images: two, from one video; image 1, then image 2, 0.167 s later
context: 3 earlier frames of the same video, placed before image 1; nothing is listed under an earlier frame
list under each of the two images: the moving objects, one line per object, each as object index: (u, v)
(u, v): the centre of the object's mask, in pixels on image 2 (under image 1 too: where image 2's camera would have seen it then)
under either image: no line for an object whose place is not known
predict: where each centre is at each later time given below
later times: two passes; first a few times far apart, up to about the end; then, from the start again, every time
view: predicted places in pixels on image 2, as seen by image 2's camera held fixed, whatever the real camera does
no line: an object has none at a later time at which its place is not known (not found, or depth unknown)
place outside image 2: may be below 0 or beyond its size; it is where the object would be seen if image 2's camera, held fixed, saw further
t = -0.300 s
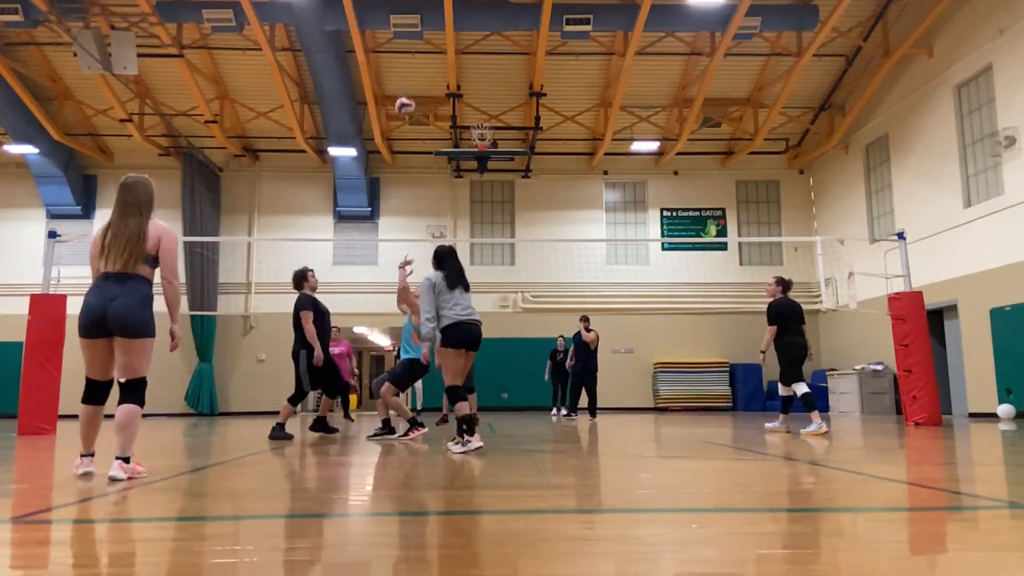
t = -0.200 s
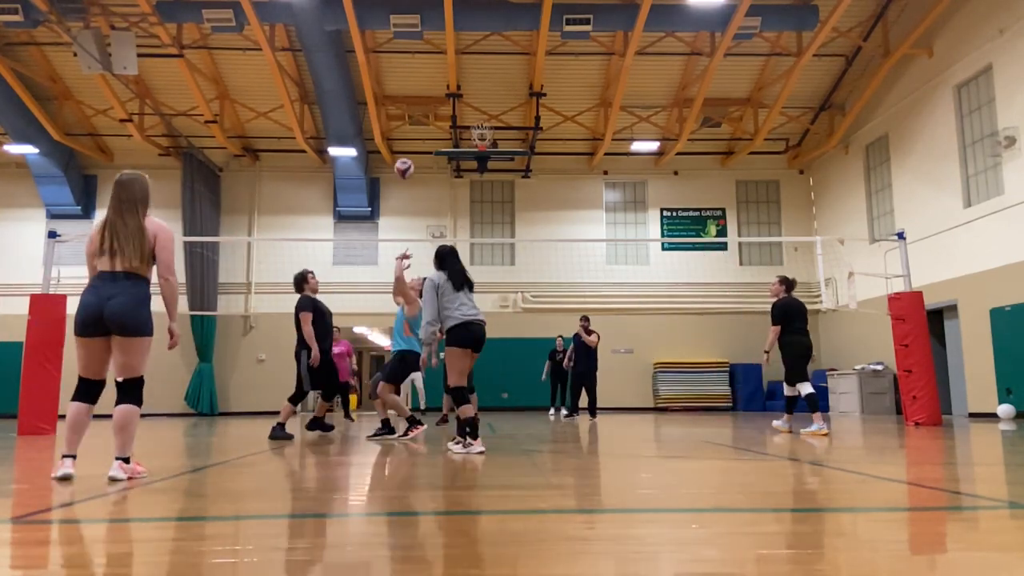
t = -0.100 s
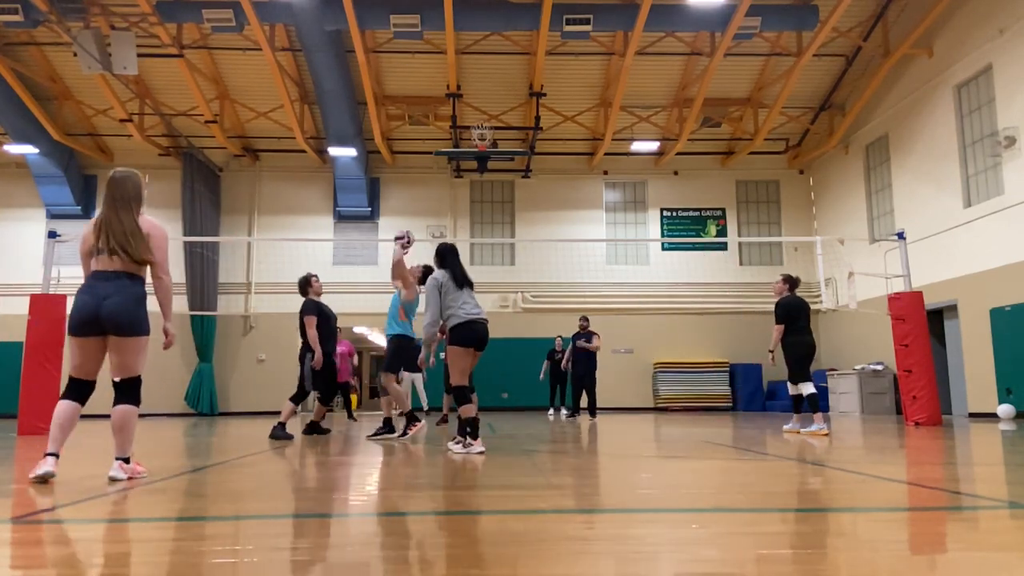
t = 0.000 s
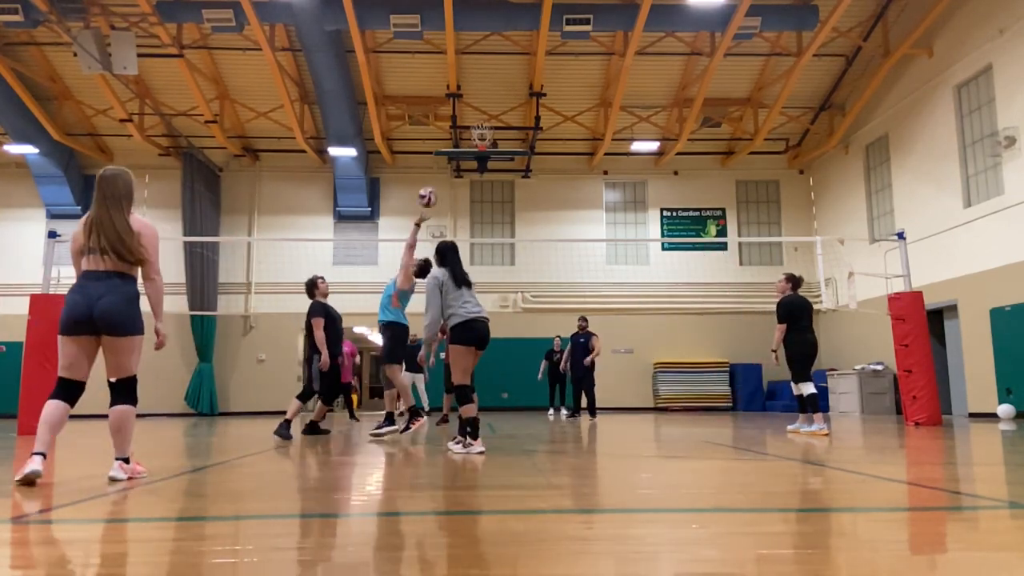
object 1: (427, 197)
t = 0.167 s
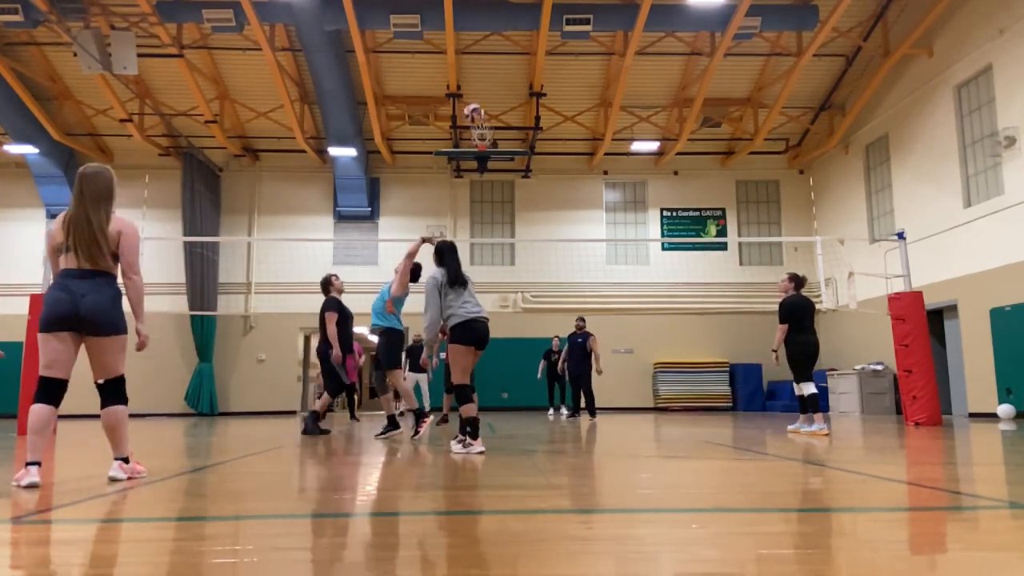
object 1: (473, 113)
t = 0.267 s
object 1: (498, 77)
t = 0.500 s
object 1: (553, 32)
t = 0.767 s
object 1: (610, 39)
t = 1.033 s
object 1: (664, 99)
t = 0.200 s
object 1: (482, 100)
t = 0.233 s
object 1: (490, 88)
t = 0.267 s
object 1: (498, 77)
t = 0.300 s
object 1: (506, 68)
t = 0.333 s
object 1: (514, 60)
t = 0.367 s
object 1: (522, 52)
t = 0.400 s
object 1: (530, 46)
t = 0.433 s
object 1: (537, 40)
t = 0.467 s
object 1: (545, 35)
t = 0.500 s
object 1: (553, 32)
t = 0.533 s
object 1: (560, 30)
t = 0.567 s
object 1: (567, 29)
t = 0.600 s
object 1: (574, 28)
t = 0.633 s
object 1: (582, 28)
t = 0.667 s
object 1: (589, 29)
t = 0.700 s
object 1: (595, 31)
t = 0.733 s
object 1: (602, 34)
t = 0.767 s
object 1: (610, 39)
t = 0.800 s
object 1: (617, 44)
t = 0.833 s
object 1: (624, 49)
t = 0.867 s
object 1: (631, 55)
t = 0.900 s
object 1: (638, 62)
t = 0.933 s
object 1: (645, 70)
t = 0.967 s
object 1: (651, 79)
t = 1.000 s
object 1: (658, 89)
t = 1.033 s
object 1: (664, 99)
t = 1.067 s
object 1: (671, 111)
